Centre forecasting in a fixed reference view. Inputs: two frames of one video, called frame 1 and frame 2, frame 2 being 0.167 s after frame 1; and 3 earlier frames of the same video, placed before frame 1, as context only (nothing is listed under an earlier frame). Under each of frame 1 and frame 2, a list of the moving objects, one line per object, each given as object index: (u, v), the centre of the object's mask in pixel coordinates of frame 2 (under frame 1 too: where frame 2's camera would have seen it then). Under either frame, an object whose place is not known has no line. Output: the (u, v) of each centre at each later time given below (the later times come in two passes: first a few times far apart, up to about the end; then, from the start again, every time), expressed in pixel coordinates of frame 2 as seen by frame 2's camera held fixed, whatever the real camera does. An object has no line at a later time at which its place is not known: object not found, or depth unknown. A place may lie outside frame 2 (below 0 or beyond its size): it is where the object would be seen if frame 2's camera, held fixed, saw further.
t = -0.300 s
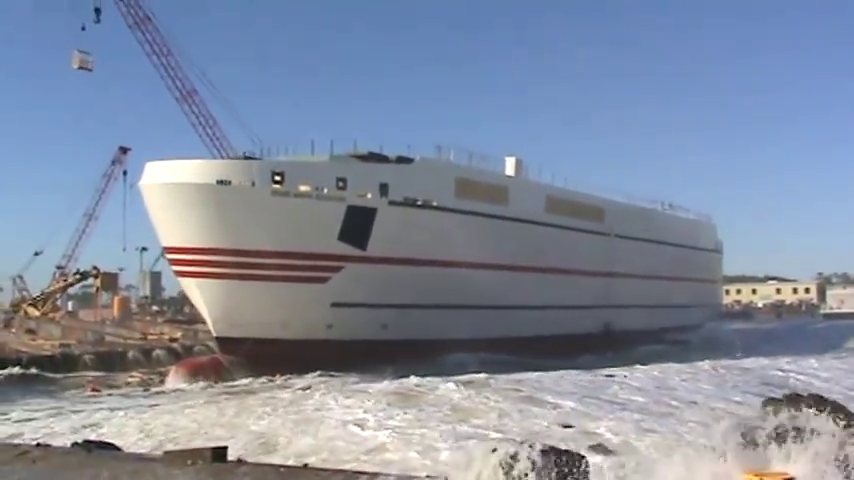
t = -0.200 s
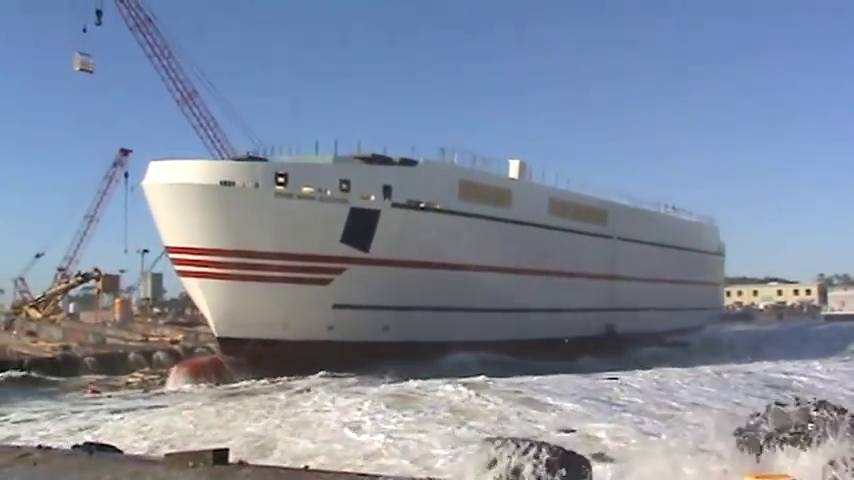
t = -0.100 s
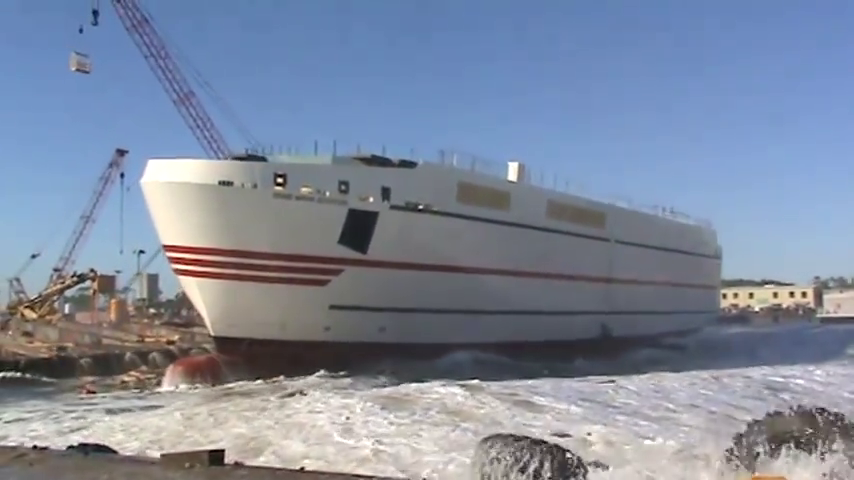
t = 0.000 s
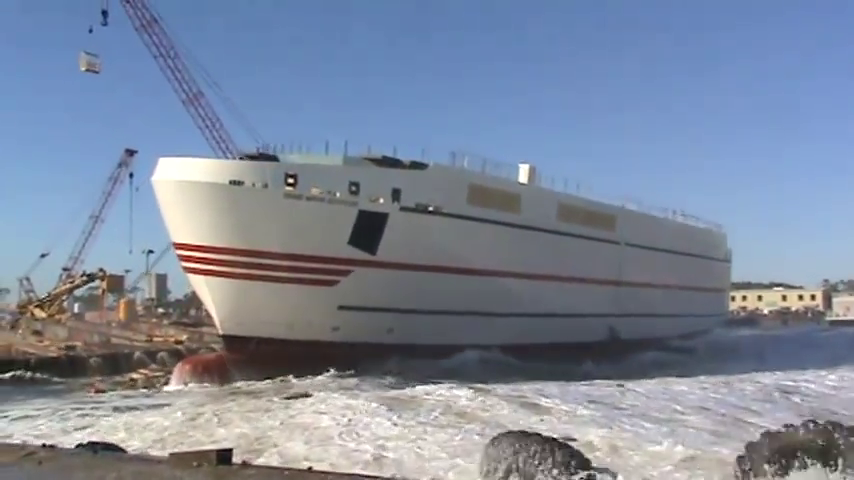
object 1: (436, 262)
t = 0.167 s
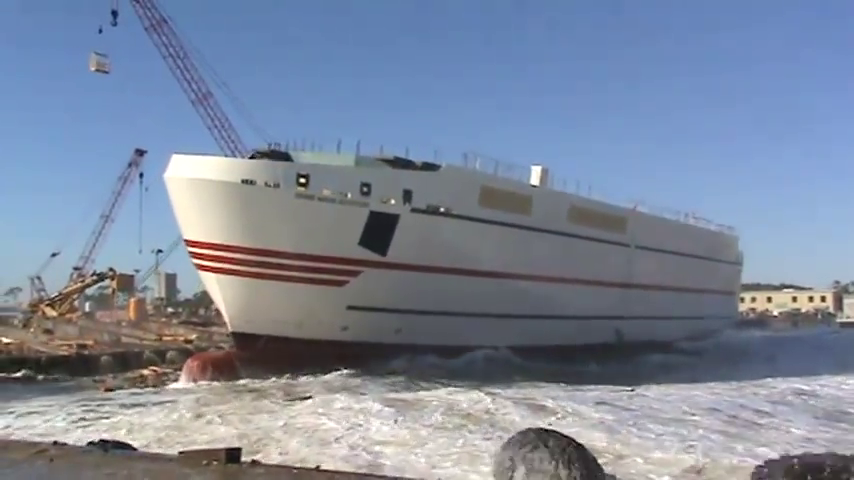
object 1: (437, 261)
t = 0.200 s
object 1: (438, 261)
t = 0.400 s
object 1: (435, 262)
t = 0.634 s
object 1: (435, 262)
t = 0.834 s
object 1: (439, 261)
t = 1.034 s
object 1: (444, 261)
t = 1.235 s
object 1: (444, 260)
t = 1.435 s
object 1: (444, 260)
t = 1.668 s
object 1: (447, 260)
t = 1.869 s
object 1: (448, 261)
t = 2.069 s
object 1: (449, 263)
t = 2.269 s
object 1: (450, 264)
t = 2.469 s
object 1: (448, 266)
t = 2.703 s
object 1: (450, 267)
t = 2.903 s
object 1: (452, 268)
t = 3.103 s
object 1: (455, 270)
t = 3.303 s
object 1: (458, 272)
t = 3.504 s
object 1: (460, 272)
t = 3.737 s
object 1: (463, 273)
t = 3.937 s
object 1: (466, 273)
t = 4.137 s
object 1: (470, 272)
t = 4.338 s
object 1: (473, 272)
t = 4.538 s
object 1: (477, 271)
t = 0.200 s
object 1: (438, 261)
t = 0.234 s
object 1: (438, 261)
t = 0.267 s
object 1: (435, 263)
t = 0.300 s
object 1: (435, 263)
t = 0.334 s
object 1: (435, 263)
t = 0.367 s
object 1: (435, 263)
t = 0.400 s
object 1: (435, 262)
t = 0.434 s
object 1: (435, 262)
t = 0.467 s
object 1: (436, 262)
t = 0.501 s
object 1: (436, 262)
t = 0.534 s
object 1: (436, 262)
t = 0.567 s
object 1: (435, 262)
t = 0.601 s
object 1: (435, 262)
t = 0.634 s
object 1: (435, 262)
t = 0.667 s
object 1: (435, 262)
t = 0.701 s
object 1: (436, 262)
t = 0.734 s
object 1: (436, 261)
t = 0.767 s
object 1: (437, 261)
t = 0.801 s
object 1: (438, 261)
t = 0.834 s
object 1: (439, 261)
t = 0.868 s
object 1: (440, 261)
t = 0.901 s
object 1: (442, 261)
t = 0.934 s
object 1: (442, 261)
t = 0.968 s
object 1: (444, 261)
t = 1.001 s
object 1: (444, 261)
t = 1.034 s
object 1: (444, 261)
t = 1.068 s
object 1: (444, 261)
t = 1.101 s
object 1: (445, 261)
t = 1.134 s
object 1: (445, 261)
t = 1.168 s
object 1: (444, 260)
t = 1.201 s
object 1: (444, 261)
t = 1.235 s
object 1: (444, 260)
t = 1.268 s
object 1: (443, 260)
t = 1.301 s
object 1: (443, 260)
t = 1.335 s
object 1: (443, 260)
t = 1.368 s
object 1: (443, 260)
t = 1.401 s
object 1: (444, 260)
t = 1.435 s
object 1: (444, 260)
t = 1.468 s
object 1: (444, 260)
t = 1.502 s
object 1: (445, 260)
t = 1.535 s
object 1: (445, 260)
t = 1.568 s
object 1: (446, 260)
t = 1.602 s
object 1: (446, 260)
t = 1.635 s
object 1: (446, 261)
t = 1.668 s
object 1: (447, 260)
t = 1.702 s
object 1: (447, 260)
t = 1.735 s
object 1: (447, 260)
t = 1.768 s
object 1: (448, 261)
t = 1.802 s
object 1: (448, 261)
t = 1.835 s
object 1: (448, 261)
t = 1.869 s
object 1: (448, 261)
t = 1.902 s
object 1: (448, 262)
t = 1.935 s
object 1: (449, 262)
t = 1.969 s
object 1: (449, 262)
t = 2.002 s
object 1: (449, 262)
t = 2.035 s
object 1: (449, 263)
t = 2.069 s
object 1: (449, 263)
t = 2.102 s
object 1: (449, 263)
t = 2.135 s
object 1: (449, 263)
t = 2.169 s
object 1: (449, 264)
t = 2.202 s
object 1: (450, 264)
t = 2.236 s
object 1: (450, 264)
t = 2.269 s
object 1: (450, 264)
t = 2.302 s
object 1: (449, 265)
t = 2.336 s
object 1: (449, 265)
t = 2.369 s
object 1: (449, 265)
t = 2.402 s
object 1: (448, 265)
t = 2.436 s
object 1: (448, 266)
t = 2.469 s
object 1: (448, 266)
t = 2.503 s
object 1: (448, 266)
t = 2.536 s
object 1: (448, 266)
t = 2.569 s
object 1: (449, 266)
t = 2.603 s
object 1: (449, 266)
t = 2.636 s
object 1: (449, 267)
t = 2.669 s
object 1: (449, 267)
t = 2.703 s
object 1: (450, 267)
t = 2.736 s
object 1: (450, 267)
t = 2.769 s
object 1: (450, 267)
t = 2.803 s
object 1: (451, 267)
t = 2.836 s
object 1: (451, 267)
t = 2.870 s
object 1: (451, 267)
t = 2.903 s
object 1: (452, 268)
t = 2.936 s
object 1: (453, 269)
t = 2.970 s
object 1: (453, 269)
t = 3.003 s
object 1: (454, 269)
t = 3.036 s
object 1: (454, 270)
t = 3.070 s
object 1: (455, 270)
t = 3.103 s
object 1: (455, 270)
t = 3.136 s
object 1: (456, 270)
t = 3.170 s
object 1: (456, 271)
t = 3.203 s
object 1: (456, 271)
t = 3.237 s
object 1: (457, 271)
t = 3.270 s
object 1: (457, 271)
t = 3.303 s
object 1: (458, 272)
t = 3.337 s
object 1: (459, 272)
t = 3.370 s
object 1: (459, 272)
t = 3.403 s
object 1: (460, 272)
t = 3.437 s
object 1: (460, 272)
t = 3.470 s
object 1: (460, 272)
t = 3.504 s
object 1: (460, 272)
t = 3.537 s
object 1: (461, 273)
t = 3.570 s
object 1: (461, 273)
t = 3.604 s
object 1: (462, 273)
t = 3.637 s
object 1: (462, 273)
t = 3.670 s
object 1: (462, 273)
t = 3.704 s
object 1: (463, 273)
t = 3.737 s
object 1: (463, 273)
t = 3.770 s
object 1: (463, 273)
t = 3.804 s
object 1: (464, 273)
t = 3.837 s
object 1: (465, 273)
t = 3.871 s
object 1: (465, 273)
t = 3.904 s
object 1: (466, 273)
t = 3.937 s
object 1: (466, 273)
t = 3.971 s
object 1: (466, 274)
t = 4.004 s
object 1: (467, 273)
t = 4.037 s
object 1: (467, 273)
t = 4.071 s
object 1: (468, 273)
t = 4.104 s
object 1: (469, 273)
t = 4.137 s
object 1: (470, 272)
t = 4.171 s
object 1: (470, 272)
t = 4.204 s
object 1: (471, 272)
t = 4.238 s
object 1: (472, 272)
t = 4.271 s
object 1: (472, 272)
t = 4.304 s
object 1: (473, 272)
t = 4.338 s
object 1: (473, 272)
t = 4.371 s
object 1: (475, 271)
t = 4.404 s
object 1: (475, 271)
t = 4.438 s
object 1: (476, 271)
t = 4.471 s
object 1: (476, 271)
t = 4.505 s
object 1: (476, 271)
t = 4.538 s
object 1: (477, 271)
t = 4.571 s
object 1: (477, 270)
